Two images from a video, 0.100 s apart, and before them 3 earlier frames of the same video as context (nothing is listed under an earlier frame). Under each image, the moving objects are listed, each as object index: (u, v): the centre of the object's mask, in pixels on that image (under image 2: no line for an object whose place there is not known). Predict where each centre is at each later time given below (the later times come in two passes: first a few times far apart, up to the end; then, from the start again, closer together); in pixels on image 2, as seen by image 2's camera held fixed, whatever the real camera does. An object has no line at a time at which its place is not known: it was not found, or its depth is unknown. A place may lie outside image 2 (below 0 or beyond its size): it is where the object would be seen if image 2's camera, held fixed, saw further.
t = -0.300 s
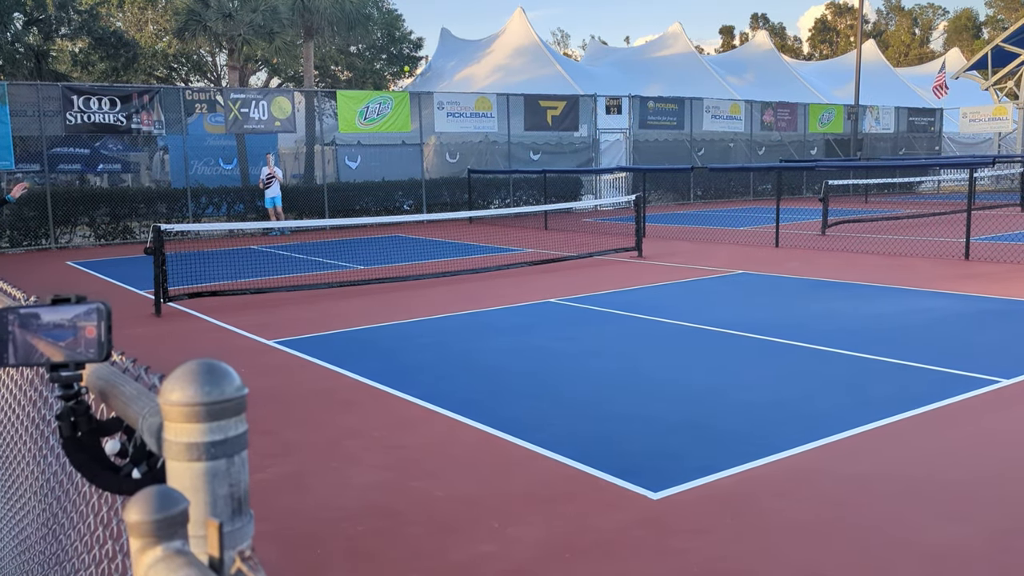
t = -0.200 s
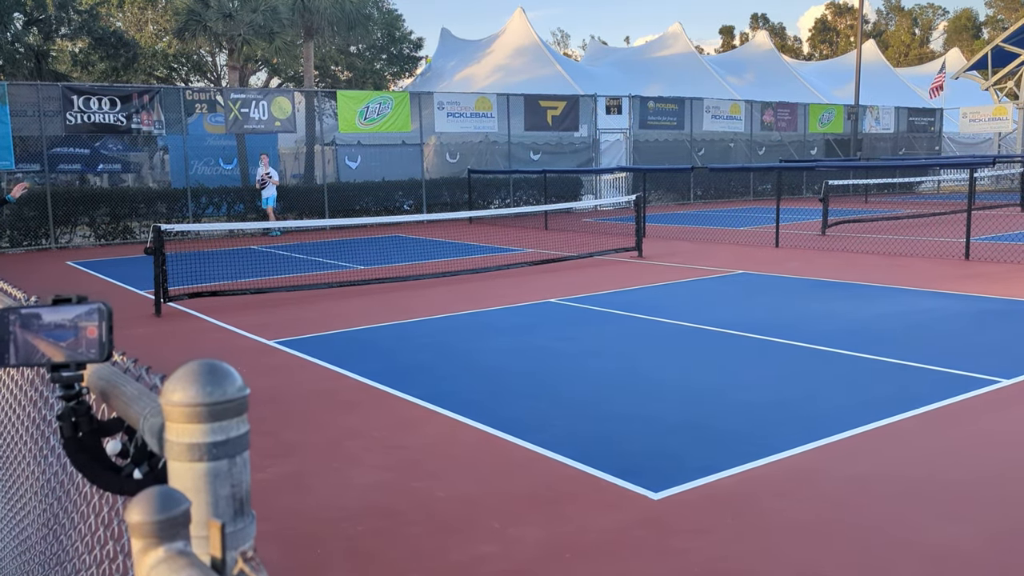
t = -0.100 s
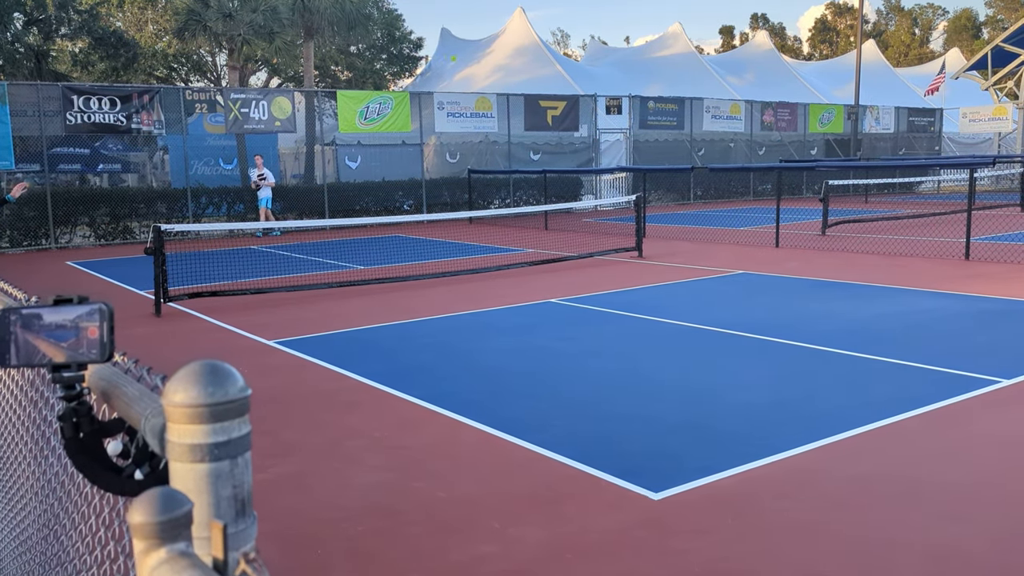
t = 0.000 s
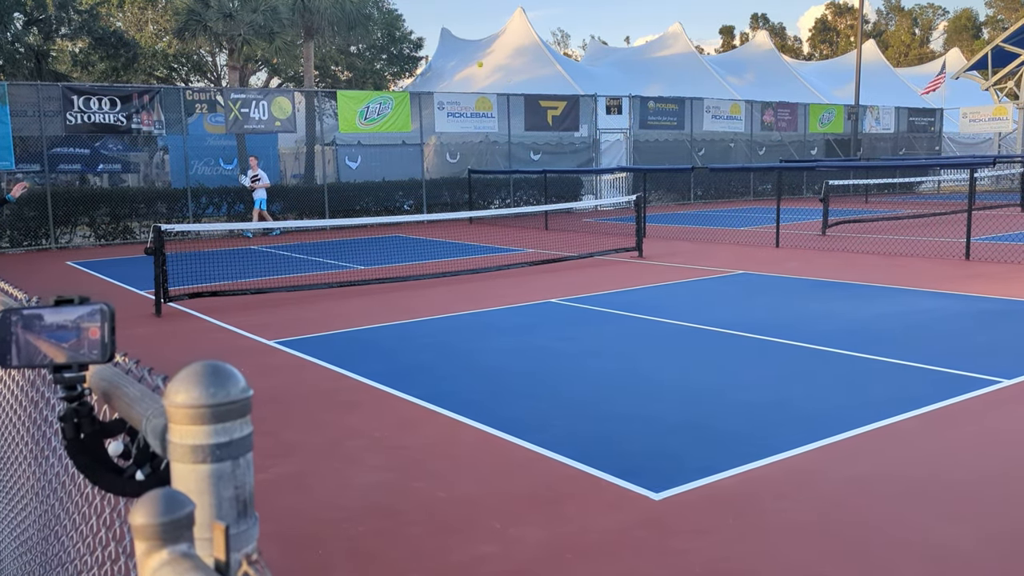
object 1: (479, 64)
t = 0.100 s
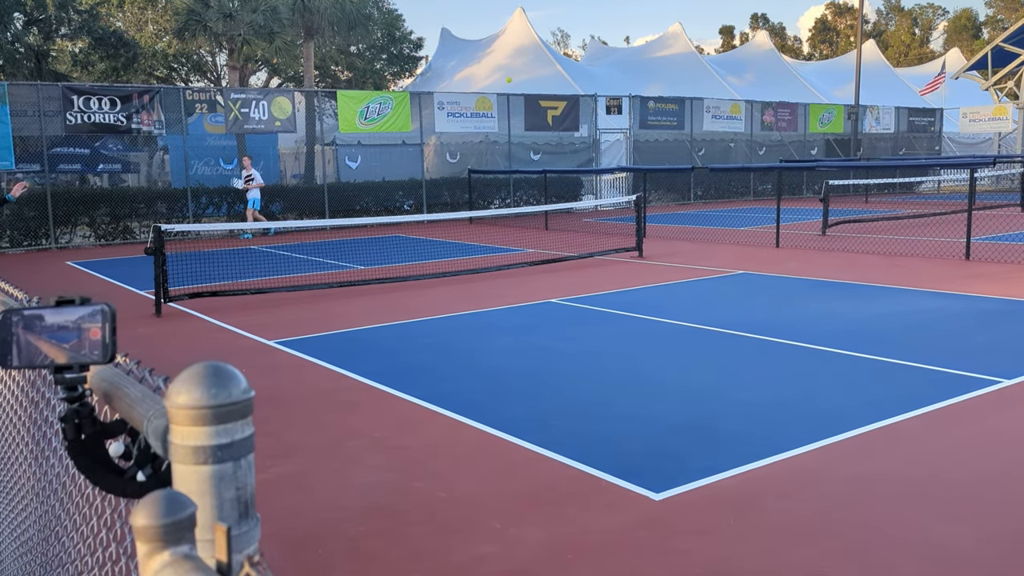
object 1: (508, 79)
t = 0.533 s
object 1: (657, 266)
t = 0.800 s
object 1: (738, 224)
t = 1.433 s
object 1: (986, 326)
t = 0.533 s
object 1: (657, 266)
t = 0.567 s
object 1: (670, 290)
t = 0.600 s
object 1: (680, 289)
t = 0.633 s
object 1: (689, 275)
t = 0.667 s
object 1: (698, 264)
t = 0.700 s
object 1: (708, 252)
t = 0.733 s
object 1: (718, 242)
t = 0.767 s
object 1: (728, 233)
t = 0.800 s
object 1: (738, 224)
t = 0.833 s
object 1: (748, 218)
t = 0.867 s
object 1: (759, 211)
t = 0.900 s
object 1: (770, 206)
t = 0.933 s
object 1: (782, 203)
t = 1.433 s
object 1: (986, 326)
